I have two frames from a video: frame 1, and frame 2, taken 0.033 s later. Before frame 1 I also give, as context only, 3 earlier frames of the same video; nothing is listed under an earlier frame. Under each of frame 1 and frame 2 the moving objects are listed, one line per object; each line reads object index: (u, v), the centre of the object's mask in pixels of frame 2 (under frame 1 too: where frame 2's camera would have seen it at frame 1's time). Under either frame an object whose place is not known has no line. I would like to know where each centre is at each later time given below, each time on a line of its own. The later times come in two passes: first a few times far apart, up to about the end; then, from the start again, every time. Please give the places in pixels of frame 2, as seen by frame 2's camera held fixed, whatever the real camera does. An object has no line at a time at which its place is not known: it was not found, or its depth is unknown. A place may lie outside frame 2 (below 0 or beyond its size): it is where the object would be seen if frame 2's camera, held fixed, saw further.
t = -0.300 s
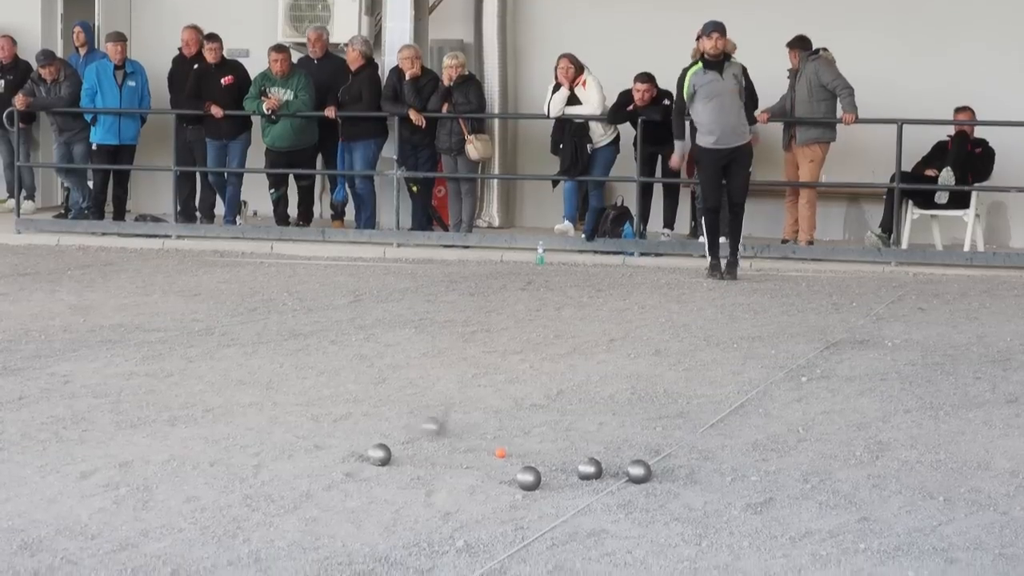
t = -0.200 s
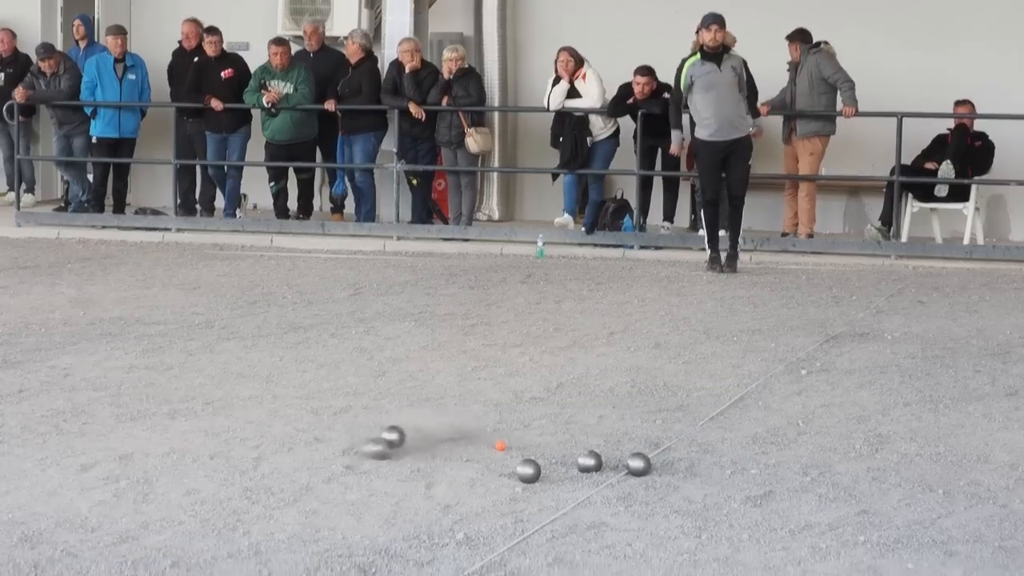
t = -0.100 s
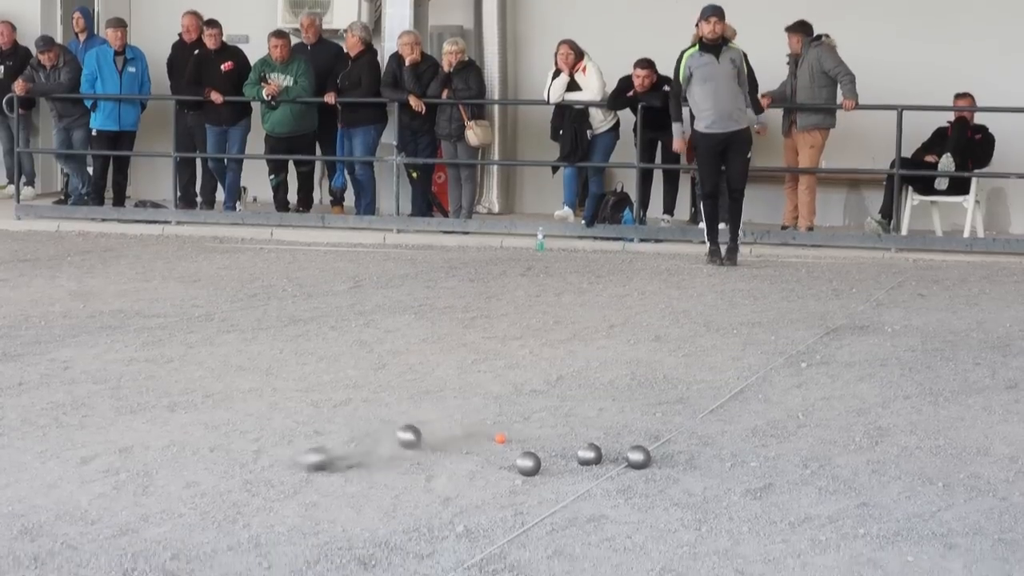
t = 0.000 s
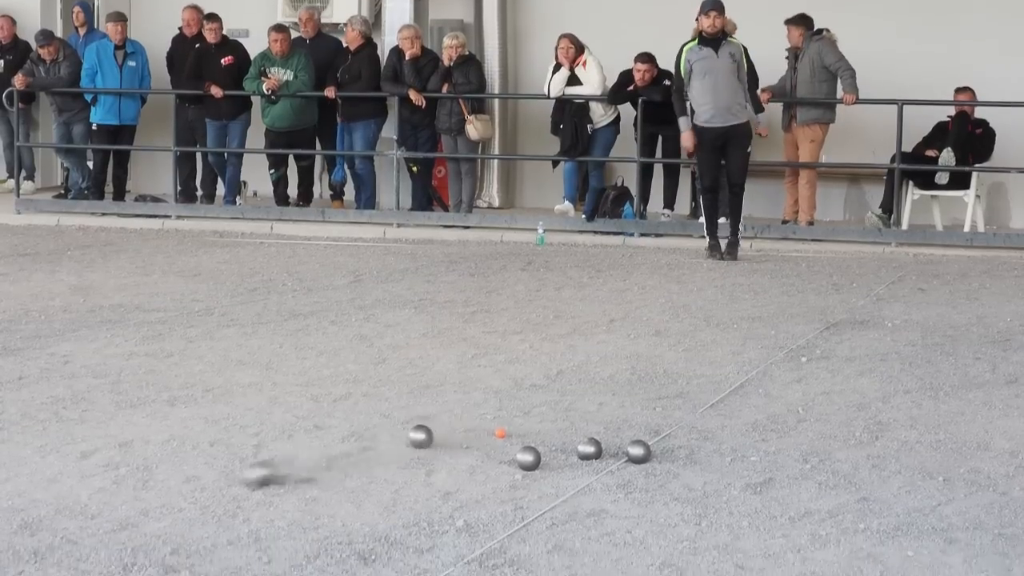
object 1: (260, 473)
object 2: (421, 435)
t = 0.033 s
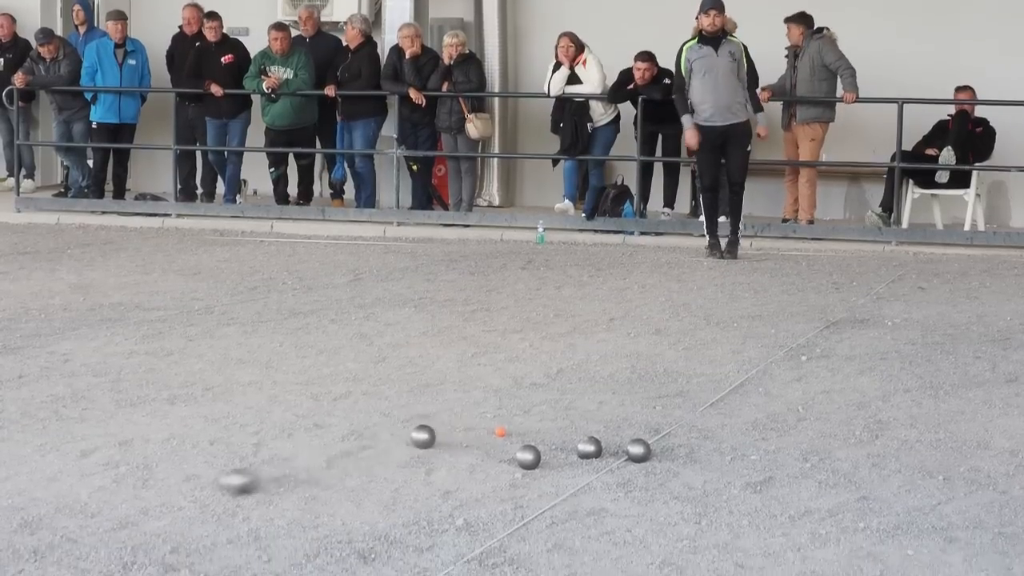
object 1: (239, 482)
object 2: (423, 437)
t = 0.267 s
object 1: (108, 524)
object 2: (432, 442)
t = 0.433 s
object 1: (14, 553)
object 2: (431, 443)
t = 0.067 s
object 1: (222, 488)
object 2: (425, 437)
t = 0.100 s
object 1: (201, 494)
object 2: (427, 439)
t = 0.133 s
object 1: (183, 497)
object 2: (428, 439)
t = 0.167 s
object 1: (164, 502)
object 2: (430, 440)
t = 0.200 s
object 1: (145, 513)
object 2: (431, 440)
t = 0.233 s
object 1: (128, 519)
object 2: (431, 441)
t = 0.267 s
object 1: (108, 524)
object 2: (432, 442)
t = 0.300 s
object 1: (90, 532)
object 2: (432, 442)
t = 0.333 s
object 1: (71, 538)
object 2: (432, 442)
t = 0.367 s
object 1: (51, 546)
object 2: (432, 443)
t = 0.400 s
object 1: (31, 550)
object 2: (432, 443)
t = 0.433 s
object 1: (14, 553)
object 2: (431, 443)
